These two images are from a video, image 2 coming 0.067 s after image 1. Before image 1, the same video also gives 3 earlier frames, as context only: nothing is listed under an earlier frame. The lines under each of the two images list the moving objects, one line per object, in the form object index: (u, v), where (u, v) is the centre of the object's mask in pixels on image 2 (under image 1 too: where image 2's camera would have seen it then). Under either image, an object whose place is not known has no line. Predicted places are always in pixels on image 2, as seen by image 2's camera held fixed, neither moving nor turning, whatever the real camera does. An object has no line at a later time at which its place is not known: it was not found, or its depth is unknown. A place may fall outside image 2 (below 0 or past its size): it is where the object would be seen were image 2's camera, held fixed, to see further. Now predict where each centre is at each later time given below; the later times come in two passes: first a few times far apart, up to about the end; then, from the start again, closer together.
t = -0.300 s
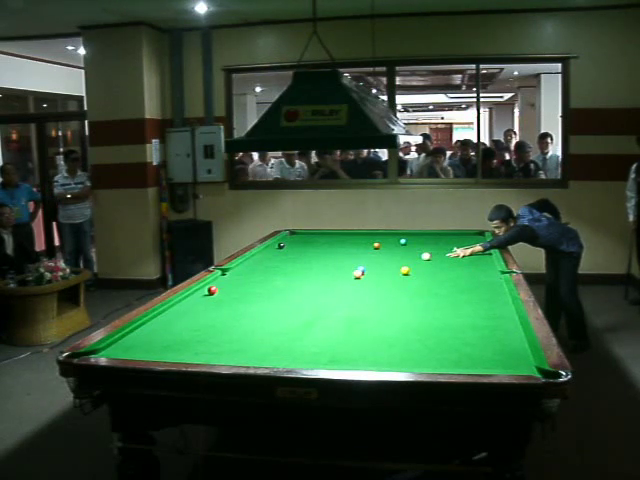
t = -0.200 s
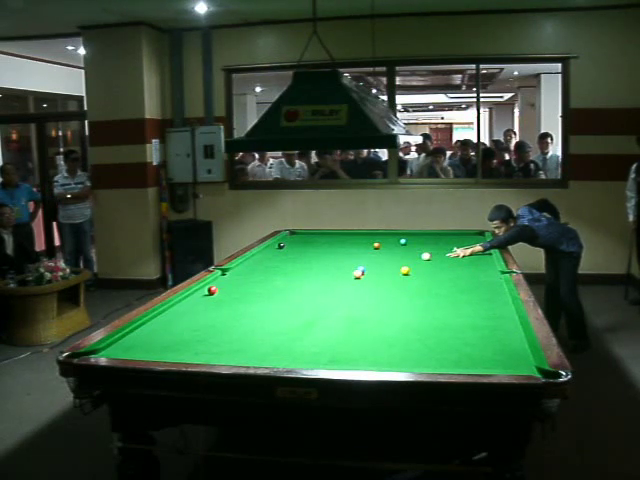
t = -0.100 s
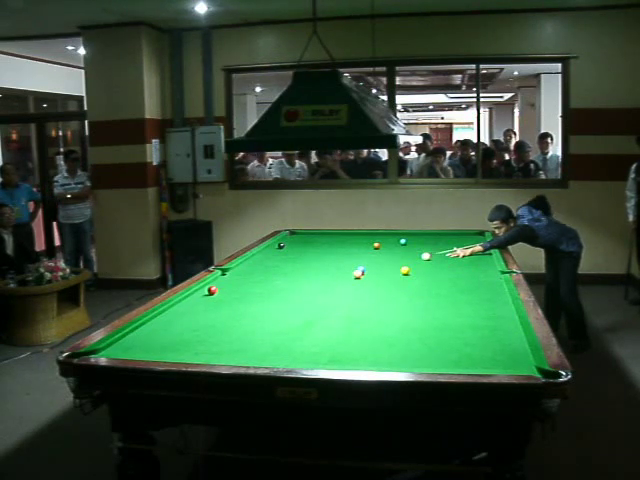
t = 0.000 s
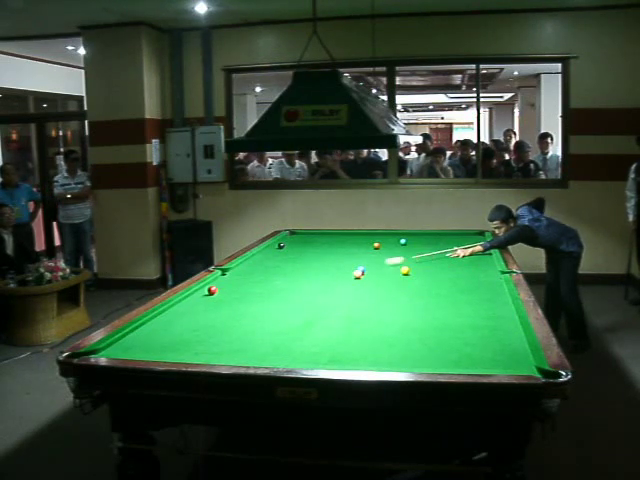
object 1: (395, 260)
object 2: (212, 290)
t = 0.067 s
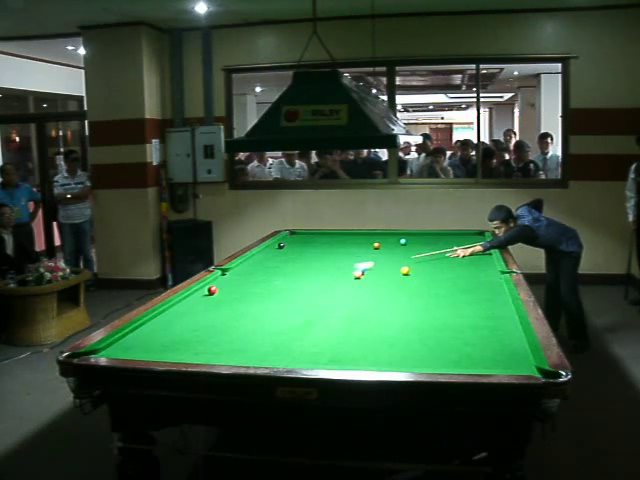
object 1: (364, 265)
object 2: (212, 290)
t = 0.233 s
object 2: (212, 290)
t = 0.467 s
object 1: (207, 287)
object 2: (205, 302)
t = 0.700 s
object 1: (216, 289)
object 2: (242, 321)
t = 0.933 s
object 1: (217, 293)
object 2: (284, 342)
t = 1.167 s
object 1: (216, 298)
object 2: (336, 362)
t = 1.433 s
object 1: (215, 302)
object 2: (417, 351)
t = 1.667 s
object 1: (215, 307)
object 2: (478, 339)
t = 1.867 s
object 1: (214, 311)
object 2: (507, 329)
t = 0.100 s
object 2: (212, 290)
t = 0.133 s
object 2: (212, 290)
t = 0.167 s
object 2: (212, 290)
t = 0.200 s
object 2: (212, 290)
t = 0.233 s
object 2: (212, 290)
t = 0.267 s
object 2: (212, 290)
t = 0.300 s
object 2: (212, 290)
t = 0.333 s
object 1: (224, 287)
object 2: (212, 290)
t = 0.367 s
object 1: (216, 288)
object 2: (200, 293)
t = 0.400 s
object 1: (214, 288)
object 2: (195, 296)
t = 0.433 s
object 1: (211, 287)
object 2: (200, 299)
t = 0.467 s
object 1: (207, 287)
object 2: (205, 302)
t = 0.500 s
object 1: (204, 287)
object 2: (210, 305)
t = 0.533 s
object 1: (205, 287)
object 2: (216, 307)
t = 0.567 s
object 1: (208, 287)
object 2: (221, 310)
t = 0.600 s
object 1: (211, 288)
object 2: (226, 313)
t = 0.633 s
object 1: (213, 288)
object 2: (231, 316)
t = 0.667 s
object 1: (215, 289)
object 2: (237, 318)
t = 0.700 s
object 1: (216, 289)
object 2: (242, 321)
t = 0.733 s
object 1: (216, 289)
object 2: (247, 324)
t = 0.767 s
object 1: (217, 290)
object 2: (253, 327)
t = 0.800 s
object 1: (217, 291)
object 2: (259, 329)
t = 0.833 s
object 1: (217, 291)
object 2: (265, 332)
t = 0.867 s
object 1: (217, 292)
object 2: (271, 335)
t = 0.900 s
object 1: (217, 293)
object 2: (278, 339)
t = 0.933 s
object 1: (217, 293)
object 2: (284, 342)
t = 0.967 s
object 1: (216, 294)
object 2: (290, 345)
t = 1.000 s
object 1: (216, 294)
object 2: (297, 348)
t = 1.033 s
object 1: (216, 295)
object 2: (305, 352)
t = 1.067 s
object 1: (216, 296)
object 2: (312, 355)
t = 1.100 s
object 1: (216, 296)
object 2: (320, 358)
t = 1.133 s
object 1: (216, 297)
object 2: (328, 360)
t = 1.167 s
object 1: (216, 298)
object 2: (336, 362)
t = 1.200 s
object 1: (216, 298)
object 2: (347, 362)
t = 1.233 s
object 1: (216, 299)
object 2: (358, 360)
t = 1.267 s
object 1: (215, 299)
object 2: (368, 359)
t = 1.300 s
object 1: (215, 300)
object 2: (378, 358)
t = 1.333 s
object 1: (216, 301)
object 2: (389, 356)
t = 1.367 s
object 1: (216, 301)
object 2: (398, 354)
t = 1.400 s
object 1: (215, 302)
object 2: (408, 352)
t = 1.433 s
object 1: (215, 302)
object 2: (417, 351)
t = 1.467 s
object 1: (215, 303)
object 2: (426, 349)
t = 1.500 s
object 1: (215, 304)
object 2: (436, 347)
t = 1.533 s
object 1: (215, 304)
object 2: (444, 345)
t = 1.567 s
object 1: (215, 305)
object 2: (453, 343)
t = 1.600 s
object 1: (215, 306)
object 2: (462, 342)
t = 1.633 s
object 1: (215, 306)
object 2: (470, 340)
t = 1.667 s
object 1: (215, 307)
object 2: (478, 339)
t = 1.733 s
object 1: (214, 308)
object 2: (494, 335)
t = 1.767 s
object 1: (214, 309)
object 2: (501, 334)
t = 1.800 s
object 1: (214, 309)
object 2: (509, 332)
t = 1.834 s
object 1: (214, 310)
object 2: (513, 331)
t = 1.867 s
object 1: (214, 311)
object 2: (507, 329)
